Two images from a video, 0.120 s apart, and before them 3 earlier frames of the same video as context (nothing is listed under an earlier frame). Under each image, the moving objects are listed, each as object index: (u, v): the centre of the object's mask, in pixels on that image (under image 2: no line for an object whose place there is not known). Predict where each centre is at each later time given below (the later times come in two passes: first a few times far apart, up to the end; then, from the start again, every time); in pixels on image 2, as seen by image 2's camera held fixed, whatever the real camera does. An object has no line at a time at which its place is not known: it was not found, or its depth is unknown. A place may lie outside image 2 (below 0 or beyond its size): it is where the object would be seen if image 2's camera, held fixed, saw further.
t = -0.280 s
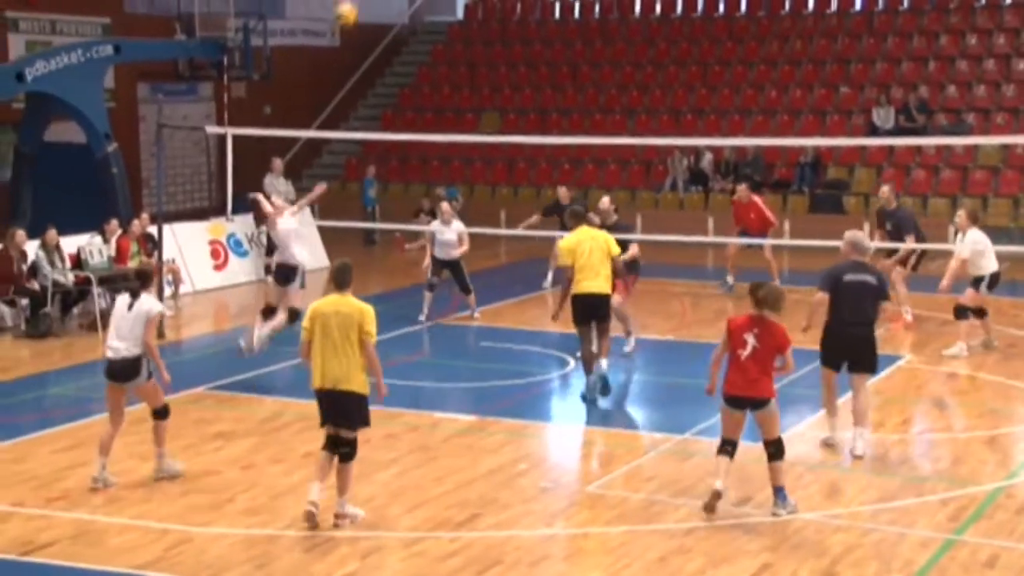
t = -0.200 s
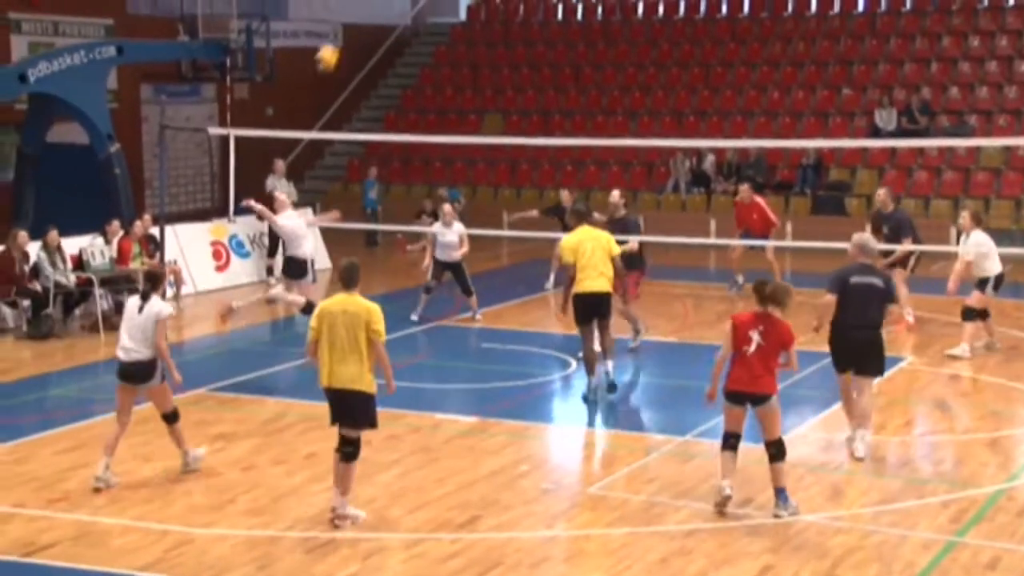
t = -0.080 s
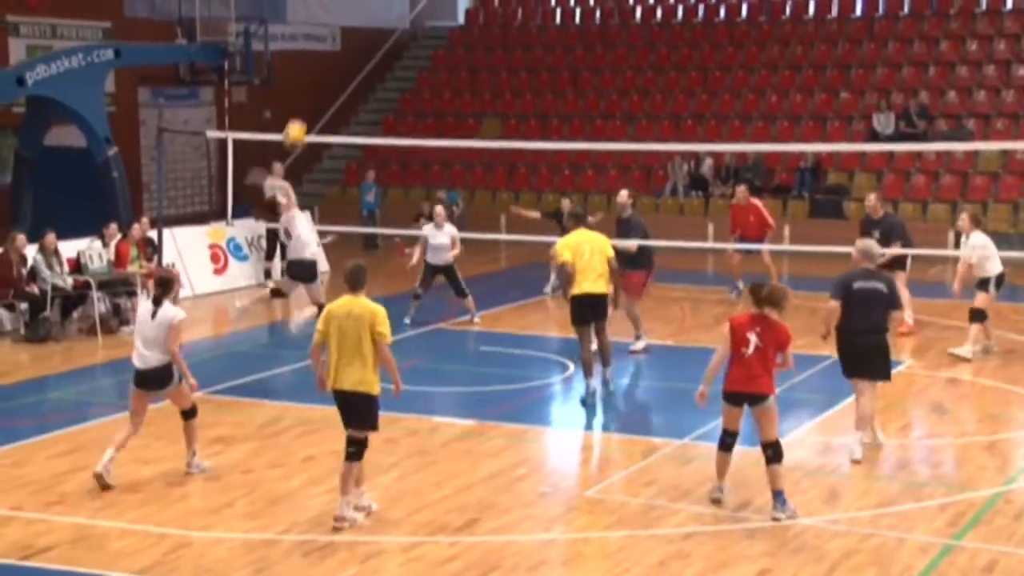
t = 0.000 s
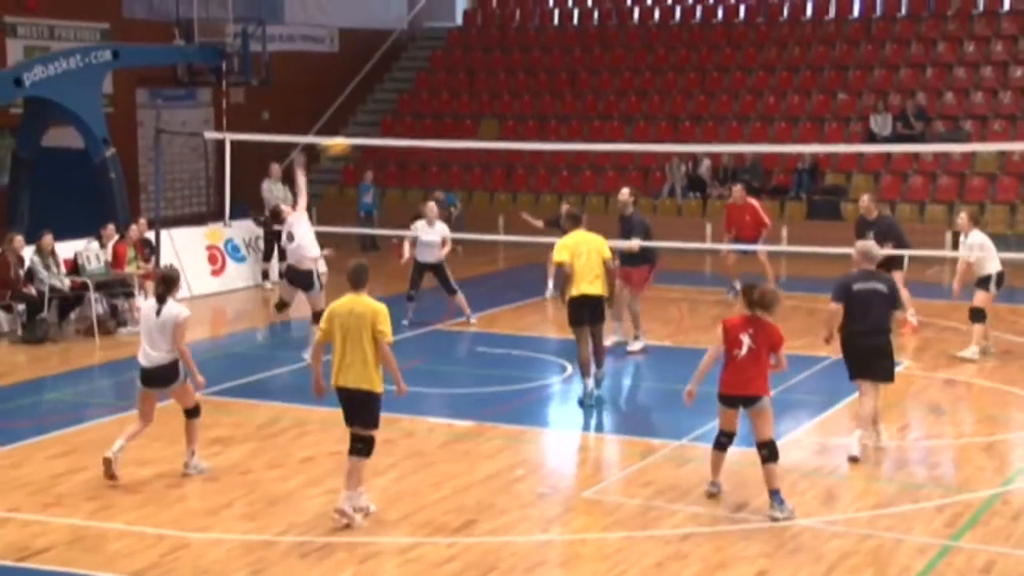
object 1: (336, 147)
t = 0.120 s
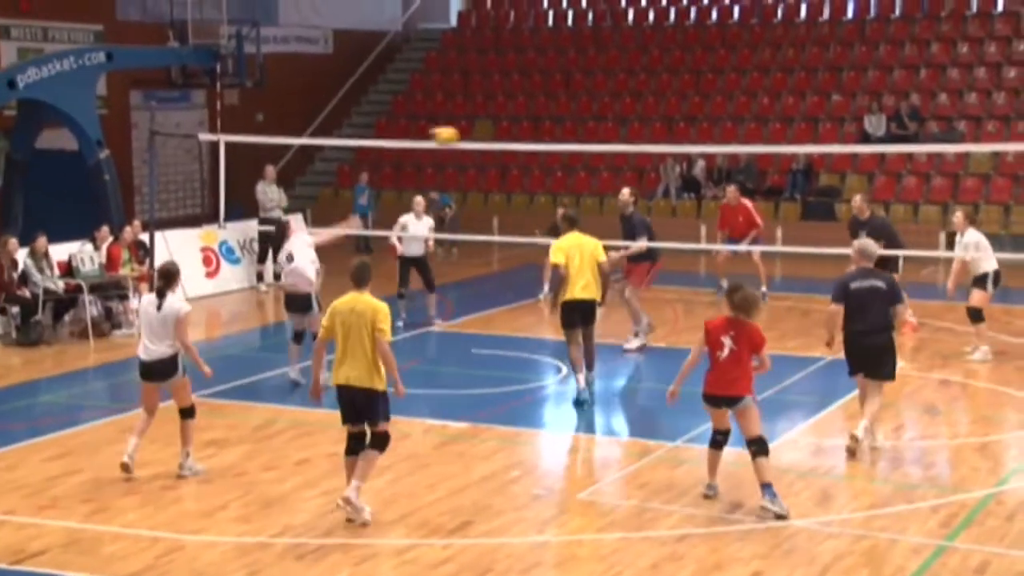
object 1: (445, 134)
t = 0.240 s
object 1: (524, 124)
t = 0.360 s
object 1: (595, 125)
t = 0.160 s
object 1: (474, 131)
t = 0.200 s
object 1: (500, 127)
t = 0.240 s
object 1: (524, 124)
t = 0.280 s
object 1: (549, 123)
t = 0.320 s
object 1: (572, 123)
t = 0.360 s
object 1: (595, 125)
